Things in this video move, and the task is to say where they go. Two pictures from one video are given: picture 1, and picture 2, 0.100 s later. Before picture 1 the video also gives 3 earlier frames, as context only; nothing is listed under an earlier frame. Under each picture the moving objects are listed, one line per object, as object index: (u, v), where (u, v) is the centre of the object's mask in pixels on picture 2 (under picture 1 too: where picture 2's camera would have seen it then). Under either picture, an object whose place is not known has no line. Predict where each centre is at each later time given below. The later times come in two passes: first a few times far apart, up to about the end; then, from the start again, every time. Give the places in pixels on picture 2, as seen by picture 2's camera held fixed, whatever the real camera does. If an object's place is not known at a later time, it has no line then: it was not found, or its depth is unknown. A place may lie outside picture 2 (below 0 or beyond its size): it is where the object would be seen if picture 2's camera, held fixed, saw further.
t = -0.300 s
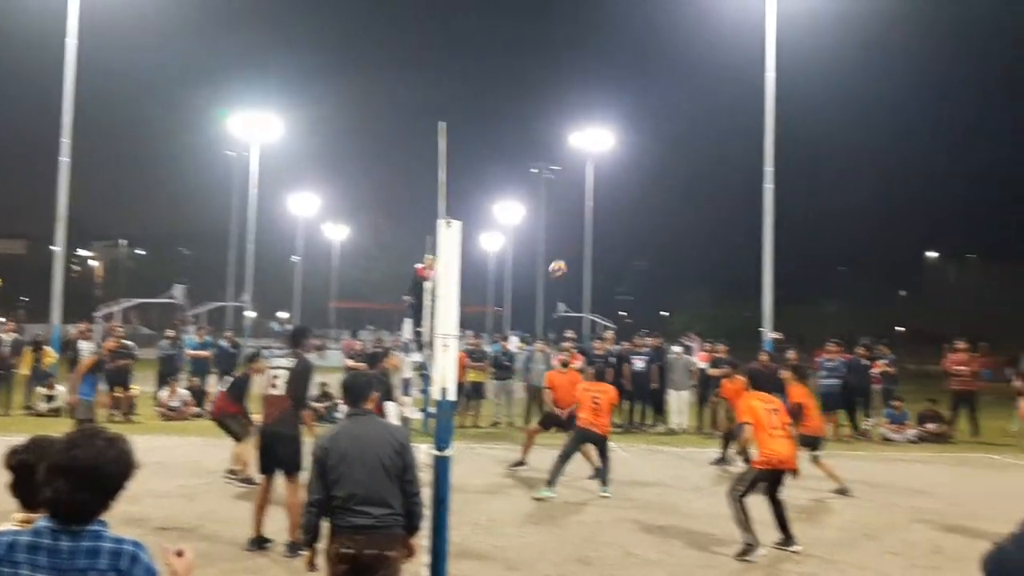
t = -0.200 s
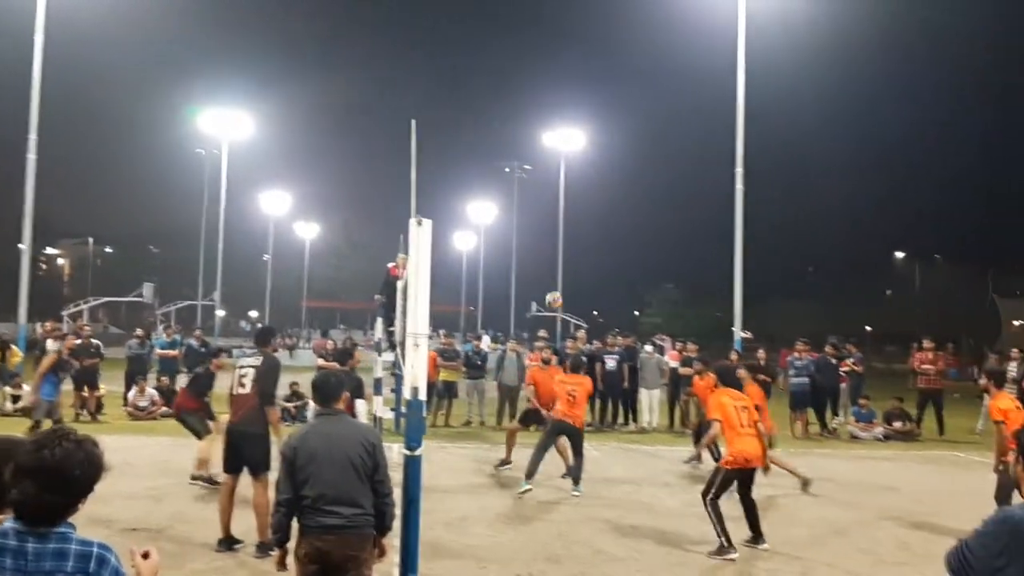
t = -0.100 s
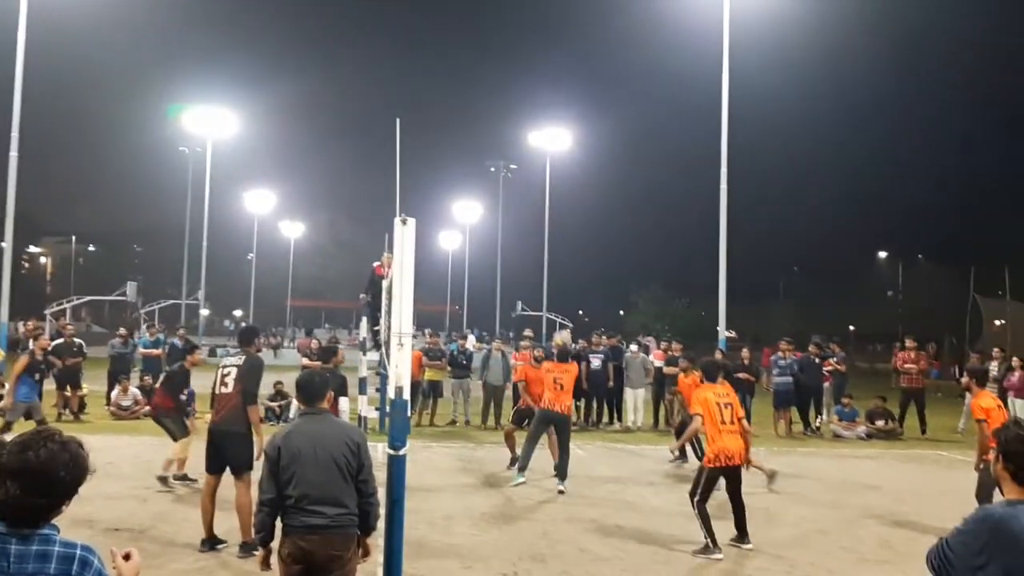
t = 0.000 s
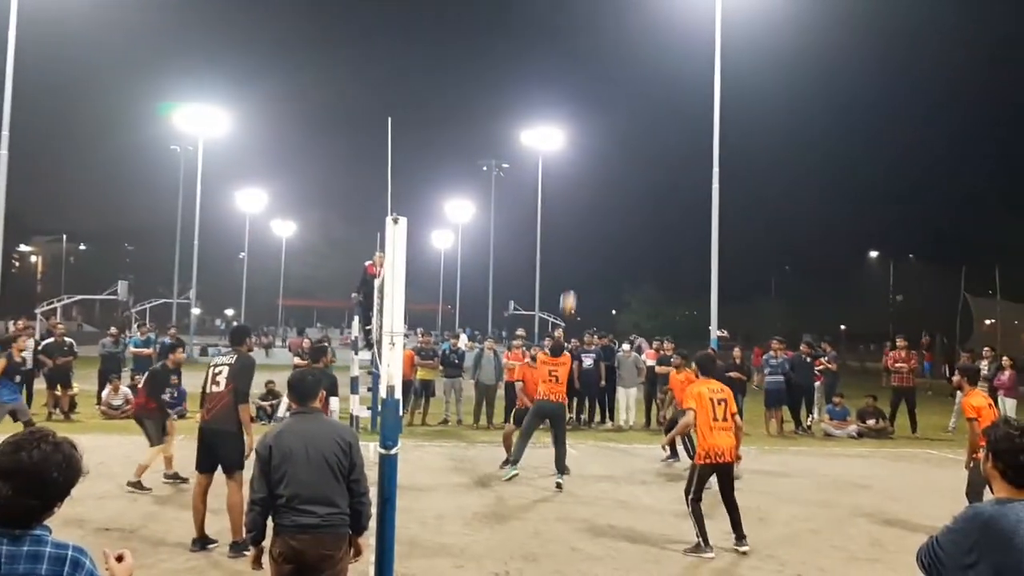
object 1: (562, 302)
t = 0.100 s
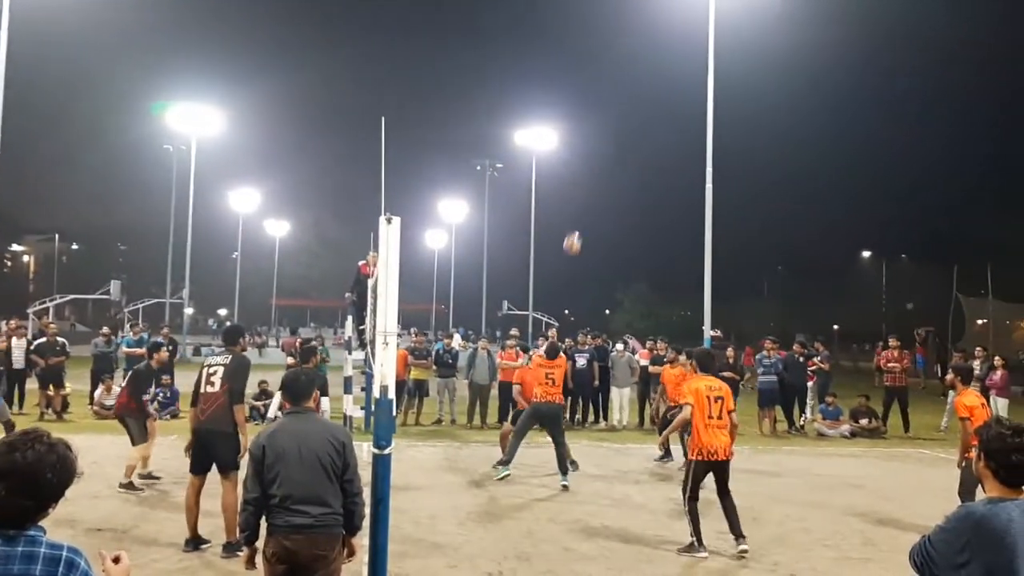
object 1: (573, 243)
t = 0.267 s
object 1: (590, 161)
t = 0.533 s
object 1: (618, 78)
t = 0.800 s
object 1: (647, 50)
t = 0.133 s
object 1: (576, 225)
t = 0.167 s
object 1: (579, 208)
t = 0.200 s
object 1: (583, 192)
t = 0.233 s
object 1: (587, 176)
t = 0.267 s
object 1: (590, 161)
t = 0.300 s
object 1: (594, 148)
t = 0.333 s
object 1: (597, 136)
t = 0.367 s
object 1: (601, 124)
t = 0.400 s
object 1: (604, 114)
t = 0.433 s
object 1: (608, 104)
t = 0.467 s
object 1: (611, 94)
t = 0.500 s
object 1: (615, 86)
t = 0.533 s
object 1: (618, 78)
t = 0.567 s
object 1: (622, 72)
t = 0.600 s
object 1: (626, 66)
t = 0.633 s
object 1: (630, 61)
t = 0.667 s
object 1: (633, 57)
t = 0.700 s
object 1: (637, 55)
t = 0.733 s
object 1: (640, 53)
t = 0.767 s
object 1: (644, 51)
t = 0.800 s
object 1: (647, 50)
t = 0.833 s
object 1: (650, 50)
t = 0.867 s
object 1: (654, 51)
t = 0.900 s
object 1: (657, 53)
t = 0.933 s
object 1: (660, 55)
